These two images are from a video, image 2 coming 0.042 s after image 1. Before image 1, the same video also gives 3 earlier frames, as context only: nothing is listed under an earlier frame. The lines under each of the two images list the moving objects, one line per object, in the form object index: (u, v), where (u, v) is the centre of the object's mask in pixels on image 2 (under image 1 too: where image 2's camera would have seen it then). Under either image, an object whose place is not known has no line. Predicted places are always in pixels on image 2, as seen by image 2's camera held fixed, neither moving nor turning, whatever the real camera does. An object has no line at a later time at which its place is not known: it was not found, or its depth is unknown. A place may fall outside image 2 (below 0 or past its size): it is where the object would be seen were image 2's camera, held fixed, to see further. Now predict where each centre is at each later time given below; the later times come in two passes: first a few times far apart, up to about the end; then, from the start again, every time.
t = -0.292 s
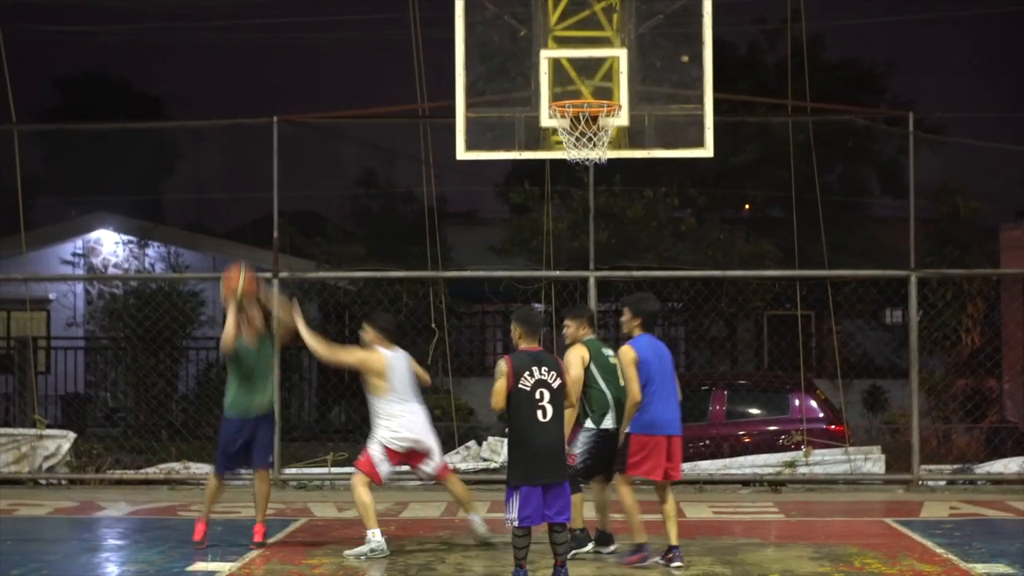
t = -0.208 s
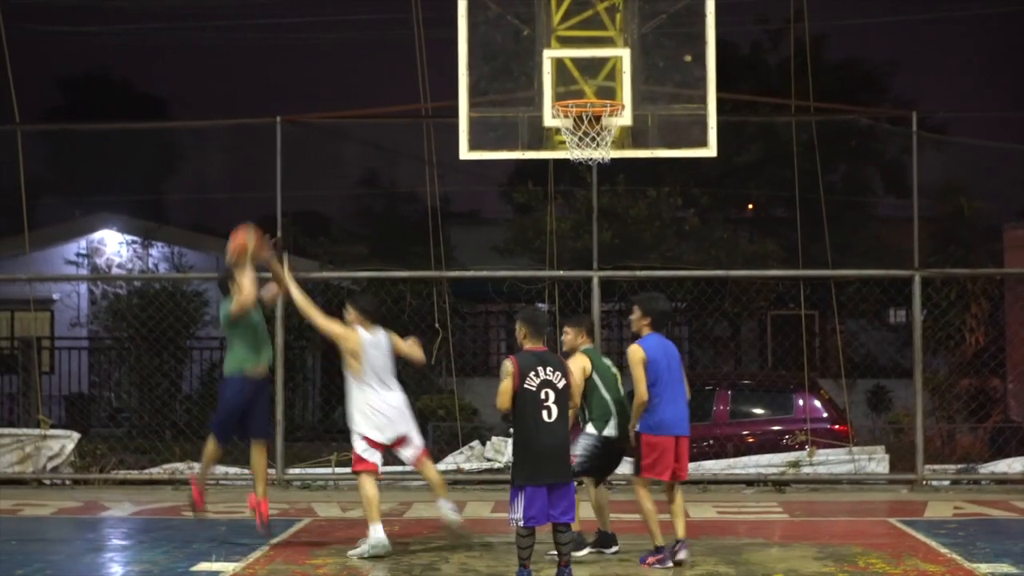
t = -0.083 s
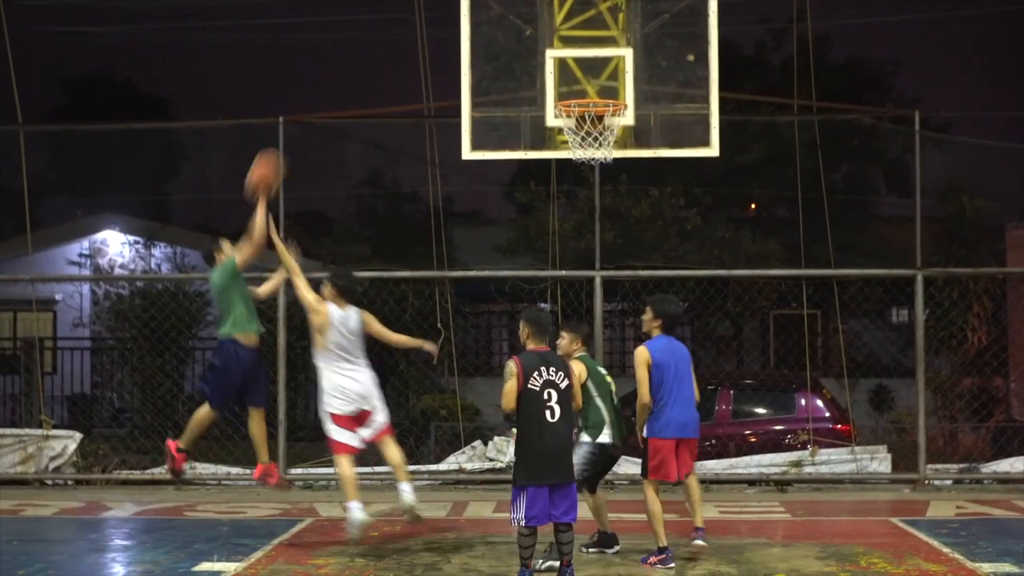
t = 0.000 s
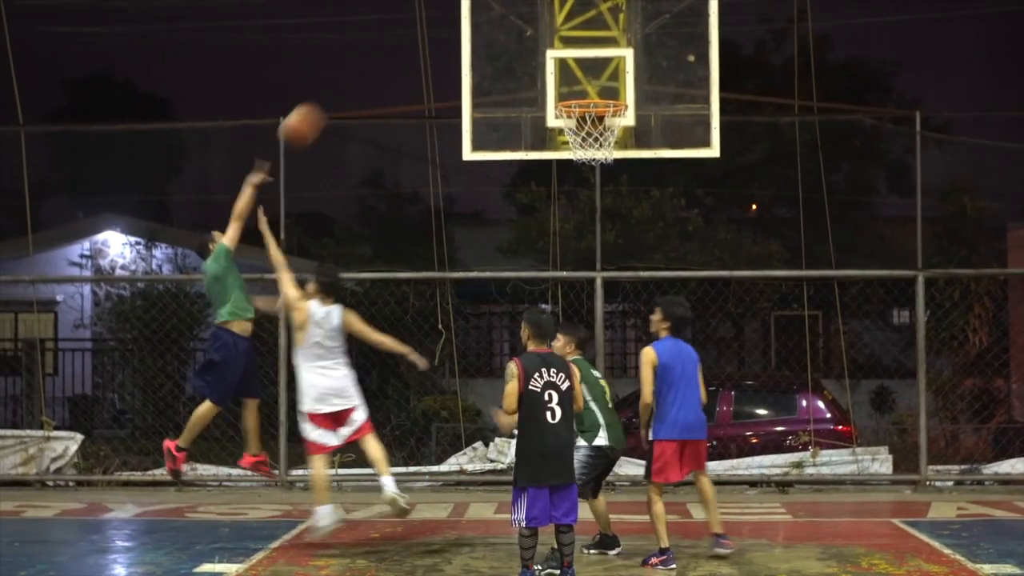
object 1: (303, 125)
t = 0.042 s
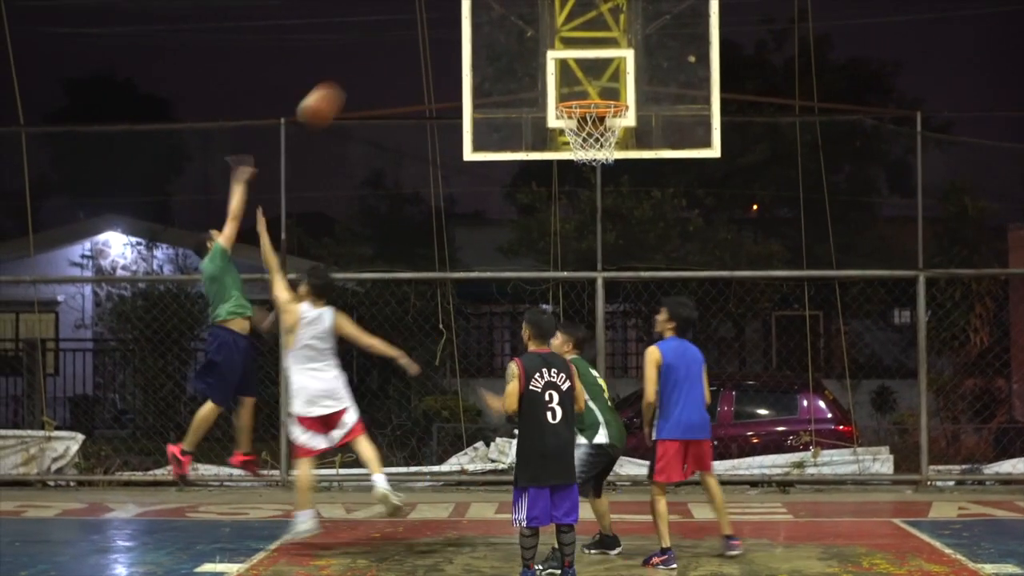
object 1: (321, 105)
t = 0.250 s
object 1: (415, 33)
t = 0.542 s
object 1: (541, 31)
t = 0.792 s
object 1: (616, 69)
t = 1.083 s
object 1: (597, 54)
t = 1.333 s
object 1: (591, 94)
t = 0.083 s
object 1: (340, 86)
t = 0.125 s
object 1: (358, 70)
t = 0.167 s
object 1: (378, 55)
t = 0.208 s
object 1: (396, 43)
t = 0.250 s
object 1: (415, 33)
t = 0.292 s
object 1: (433, 26)
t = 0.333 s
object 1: (447, 21)
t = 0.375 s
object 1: (469, 17)
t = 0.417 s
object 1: (490, 17)
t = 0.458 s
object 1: (507, 19)
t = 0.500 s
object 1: (524, 24)
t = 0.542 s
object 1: (541, 31)
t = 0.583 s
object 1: (559, 40)
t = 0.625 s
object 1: (581, 53)
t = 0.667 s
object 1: (600, 70)
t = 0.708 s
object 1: (617, 85)
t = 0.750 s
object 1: (618, 80)
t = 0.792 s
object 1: (616, 69)
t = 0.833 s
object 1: (614, 60)
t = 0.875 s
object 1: (611, 53)
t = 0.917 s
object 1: (609, 49)
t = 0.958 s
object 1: (606, 47)
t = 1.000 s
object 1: (603, 47)
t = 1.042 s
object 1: (600, 50)
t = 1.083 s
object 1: (597, 54)
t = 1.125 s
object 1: (594, 60)
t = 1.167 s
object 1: (591, 70)
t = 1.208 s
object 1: (589, 81)
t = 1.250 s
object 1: (587, 89)
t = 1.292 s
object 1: (588, 91)
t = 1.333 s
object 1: (591, 94)
